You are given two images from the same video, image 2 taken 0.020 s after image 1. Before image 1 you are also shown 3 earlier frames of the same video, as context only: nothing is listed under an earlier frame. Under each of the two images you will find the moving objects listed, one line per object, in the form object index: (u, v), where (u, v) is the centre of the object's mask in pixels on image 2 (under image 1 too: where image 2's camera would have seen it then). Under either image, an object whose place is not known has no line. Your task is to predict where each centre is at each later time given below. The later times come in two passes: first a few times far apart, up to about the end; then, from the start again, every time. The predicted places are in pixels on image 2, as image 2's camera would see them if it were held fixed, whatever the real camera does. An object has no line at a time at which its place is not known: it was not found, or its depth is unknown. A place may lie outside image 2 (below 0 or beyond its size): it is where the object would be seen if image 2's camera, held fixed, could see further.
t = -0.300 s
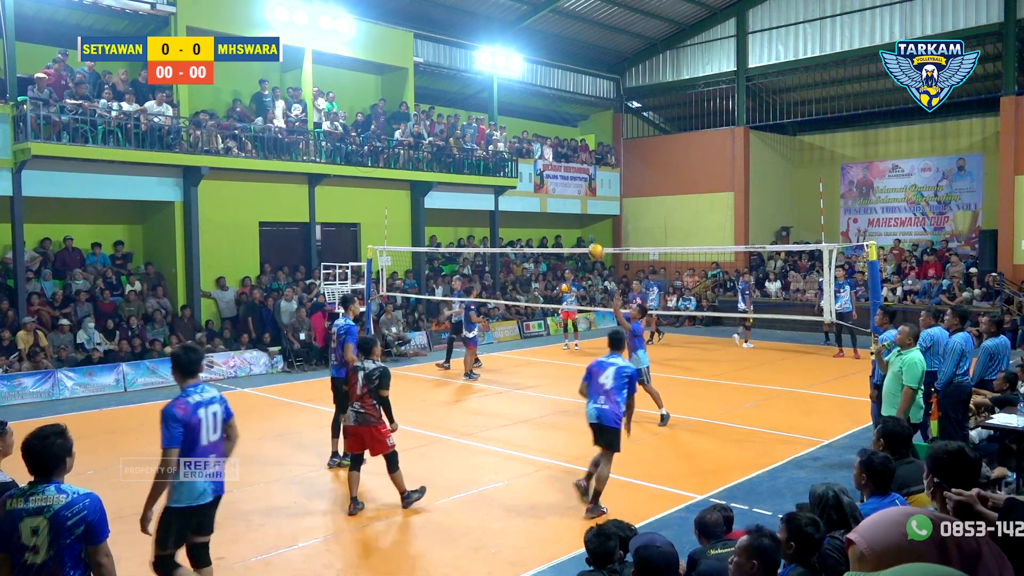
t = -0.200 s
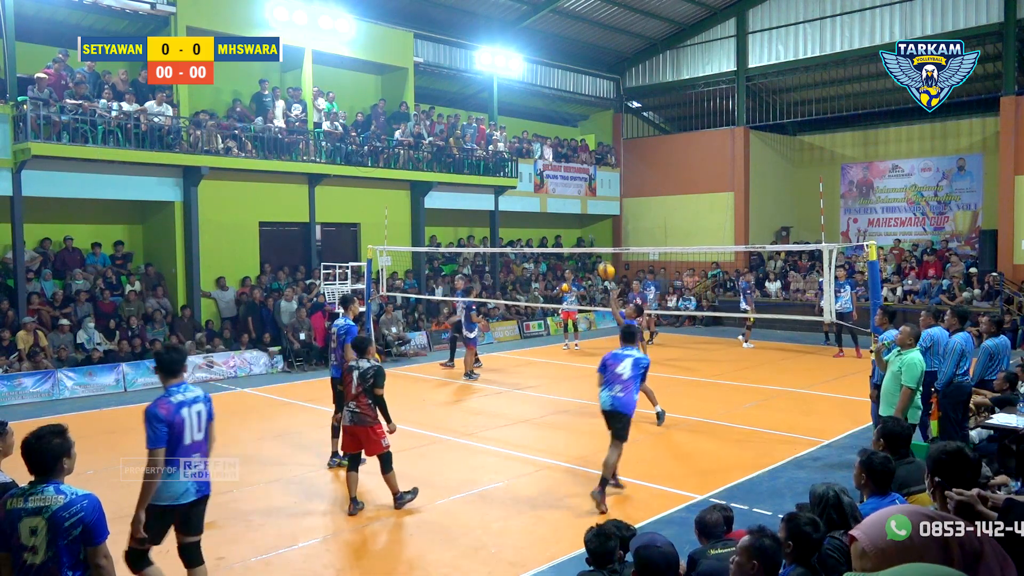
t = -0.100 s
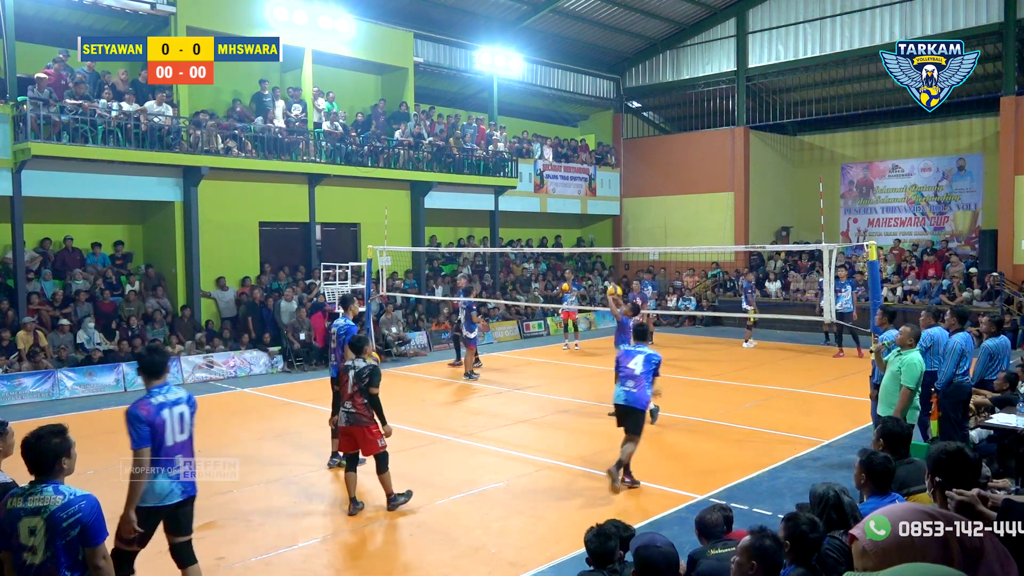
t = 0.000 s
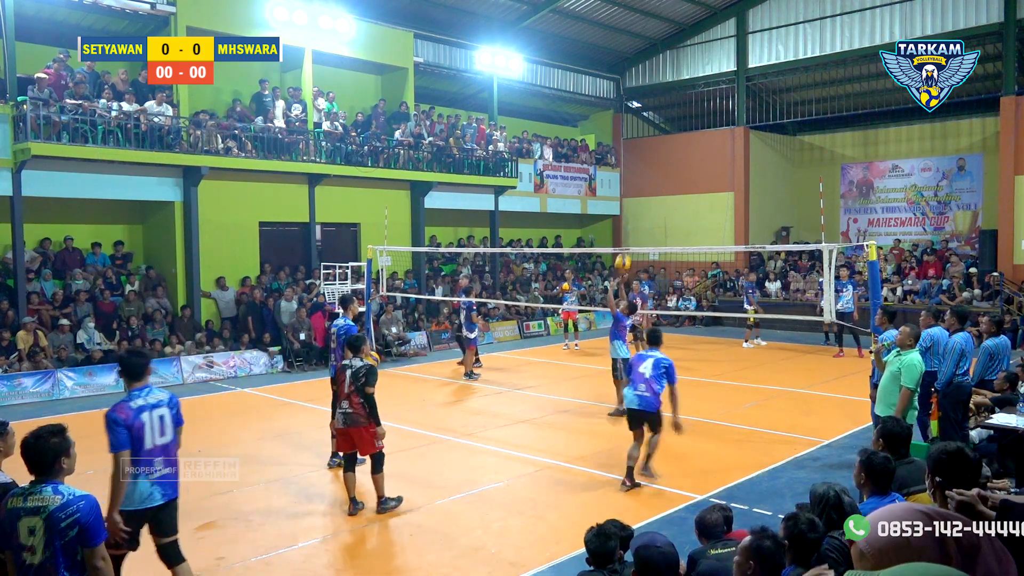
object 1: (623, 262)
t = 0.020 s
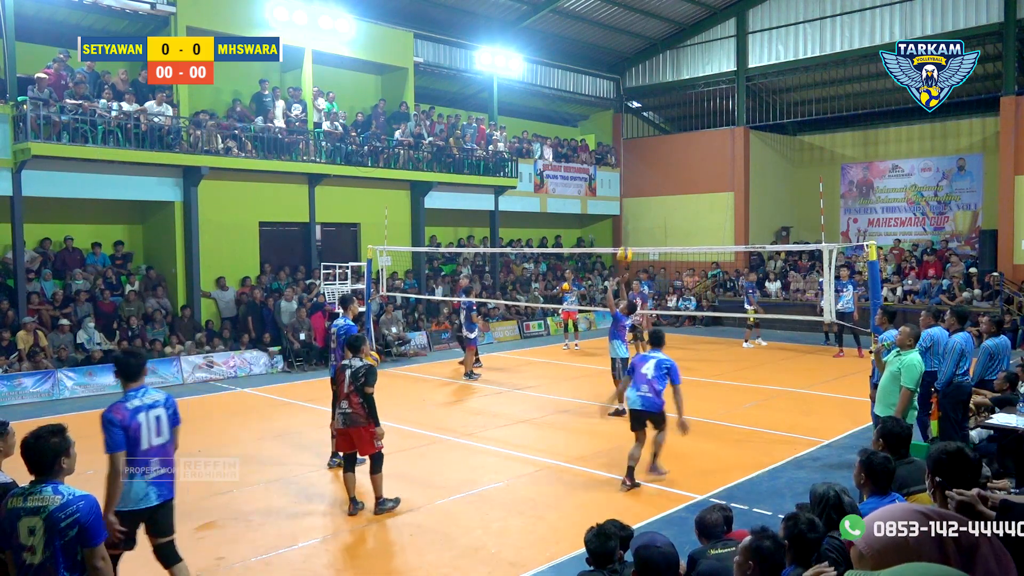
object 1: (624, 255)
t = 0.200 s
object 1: (644, 197)
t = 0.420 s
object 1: (668, 158)
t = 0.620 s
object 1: (691, 153)
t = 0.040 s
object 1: (627, 247)
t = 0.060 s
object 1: (629, 240)
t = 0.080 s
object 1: (631, 233)
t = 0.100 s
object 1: (633, 227)
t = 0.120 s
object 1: (635, 220)
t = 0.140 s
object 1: (637, 214)
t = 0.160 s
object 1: (639, 209)
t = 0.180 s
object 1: (641, 203)
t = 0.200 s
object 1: (644, 197)
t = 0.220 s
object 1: (646, 192)
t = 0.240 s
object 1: (648, 188)
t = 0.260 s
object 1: (650, 183)
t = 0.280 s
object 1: (652, 179)
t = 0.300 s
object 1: (655, 175)
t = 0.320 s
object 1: (657, 171)
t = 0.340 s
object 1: (659, 168)
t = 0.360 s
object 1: (661, 165)
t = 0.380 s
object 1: (663, 162)
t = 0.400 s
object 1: (666, 160)
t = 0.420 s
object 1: (668, 158)
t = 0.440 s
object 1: (670, 156)
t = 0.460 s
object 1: (672, 154)
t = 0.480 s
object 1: (674, 153)
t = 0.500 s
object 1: (677, 152)
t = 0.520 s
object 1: (679, 151)
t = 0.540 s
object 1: (681, 151)
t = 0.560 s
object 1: (683, 151)
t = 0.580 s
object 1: (686, 151)
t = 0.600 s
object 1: (688, 152)
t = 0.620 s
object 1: (691, 153)
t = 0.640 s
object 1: (693, 154)
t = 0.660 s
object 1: (695, 155)
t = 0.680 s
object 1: (698, 157)
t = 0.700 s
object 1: (700, 159)
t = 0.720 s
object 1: (703, 161)
